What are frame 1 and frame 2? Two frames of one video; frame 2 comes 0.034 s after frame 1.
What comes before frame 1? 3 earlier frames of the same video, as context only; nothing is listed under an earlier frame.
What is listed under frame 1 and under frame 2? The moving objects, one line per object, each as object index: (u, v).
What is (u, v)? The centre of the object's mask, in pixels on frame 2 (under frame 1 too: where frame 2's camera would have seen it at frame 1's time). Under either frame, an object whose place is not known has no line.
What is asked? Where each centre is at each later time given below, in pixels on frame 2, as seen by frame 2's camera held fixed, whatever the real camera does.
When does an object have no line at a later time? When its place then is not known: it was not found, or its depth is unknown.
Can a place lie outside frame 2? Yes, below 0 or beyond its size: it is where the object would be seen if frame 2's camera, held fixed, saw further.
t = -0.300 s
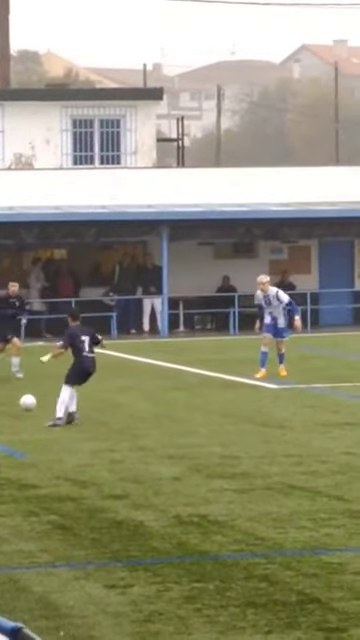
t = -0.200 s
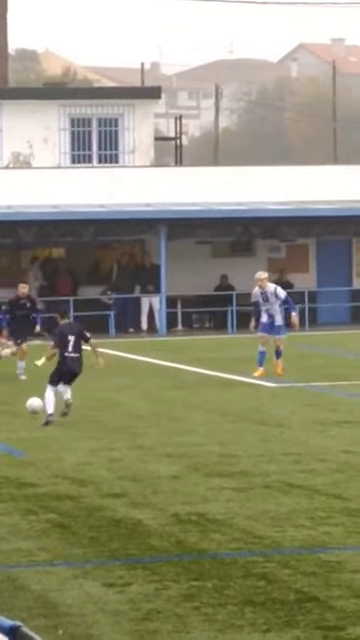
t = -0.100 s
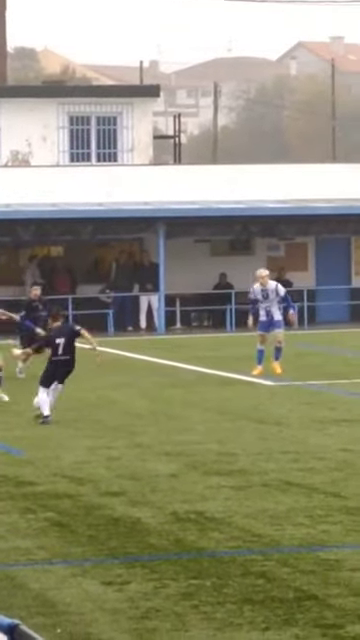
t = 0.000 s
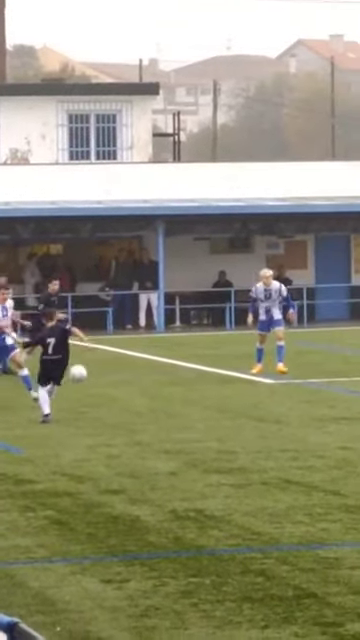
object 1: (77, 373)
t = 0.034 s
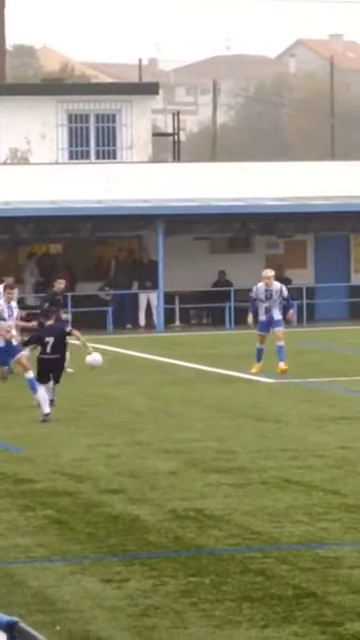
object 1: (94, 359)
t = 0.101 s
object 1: (126, 337)
